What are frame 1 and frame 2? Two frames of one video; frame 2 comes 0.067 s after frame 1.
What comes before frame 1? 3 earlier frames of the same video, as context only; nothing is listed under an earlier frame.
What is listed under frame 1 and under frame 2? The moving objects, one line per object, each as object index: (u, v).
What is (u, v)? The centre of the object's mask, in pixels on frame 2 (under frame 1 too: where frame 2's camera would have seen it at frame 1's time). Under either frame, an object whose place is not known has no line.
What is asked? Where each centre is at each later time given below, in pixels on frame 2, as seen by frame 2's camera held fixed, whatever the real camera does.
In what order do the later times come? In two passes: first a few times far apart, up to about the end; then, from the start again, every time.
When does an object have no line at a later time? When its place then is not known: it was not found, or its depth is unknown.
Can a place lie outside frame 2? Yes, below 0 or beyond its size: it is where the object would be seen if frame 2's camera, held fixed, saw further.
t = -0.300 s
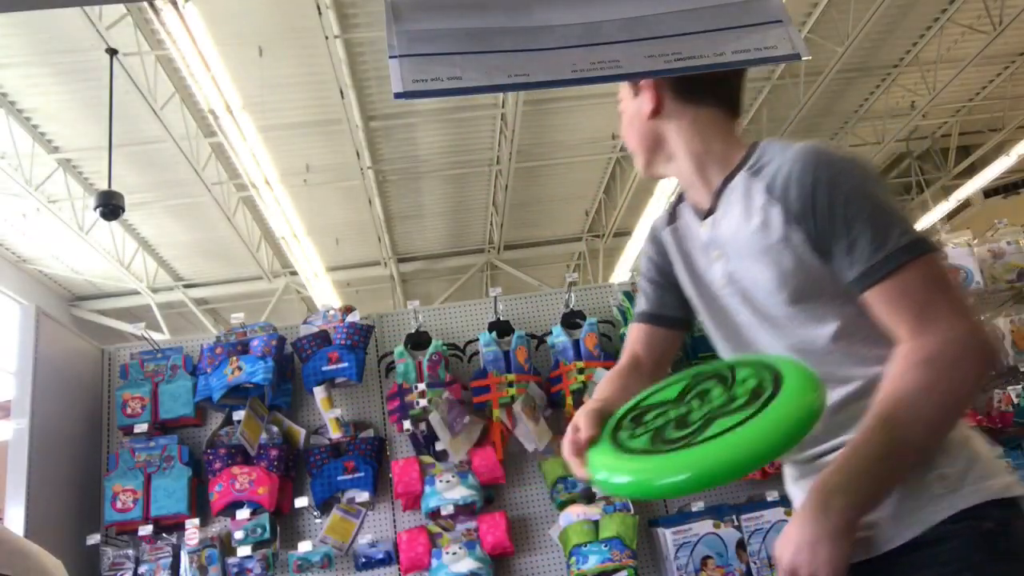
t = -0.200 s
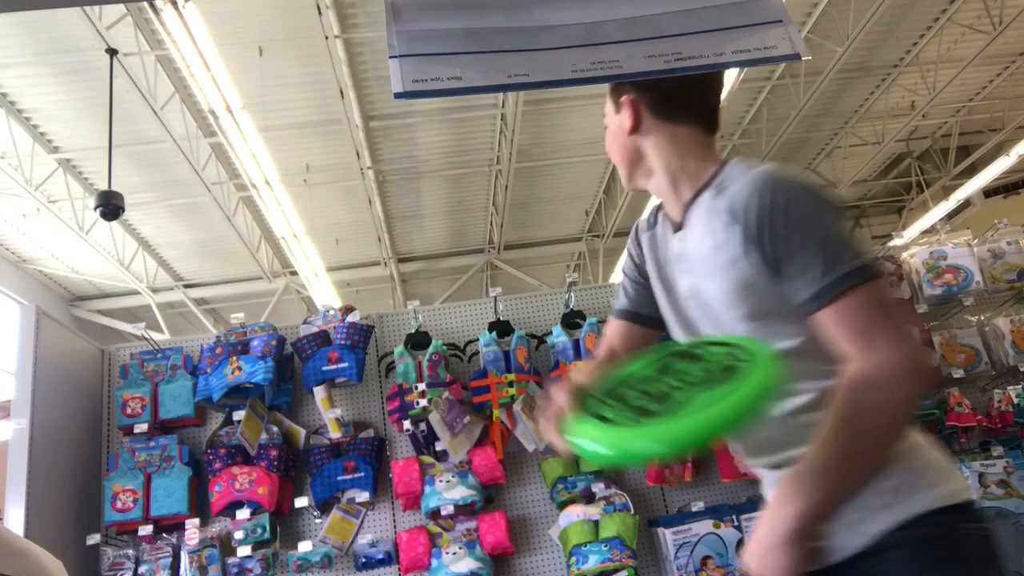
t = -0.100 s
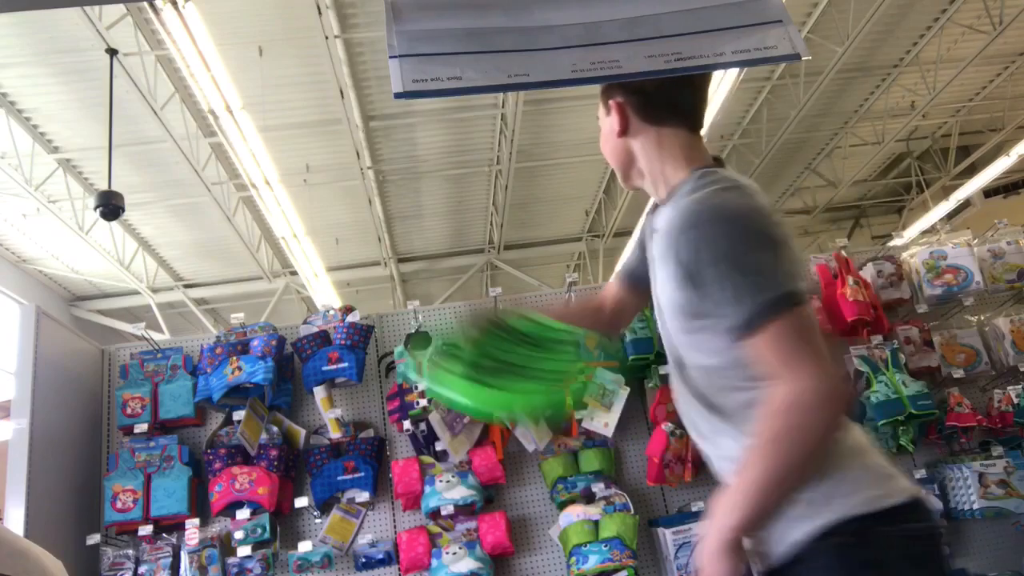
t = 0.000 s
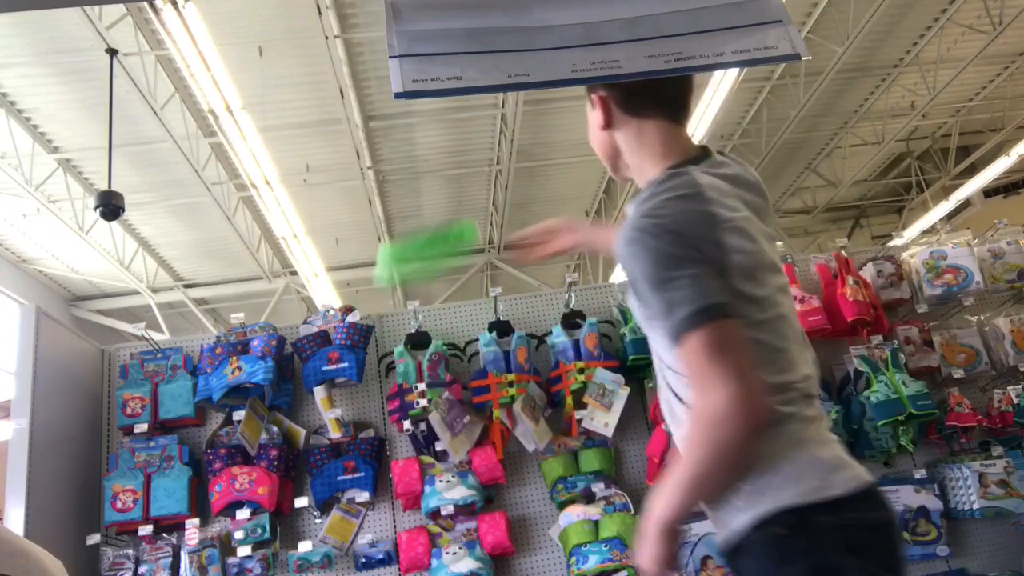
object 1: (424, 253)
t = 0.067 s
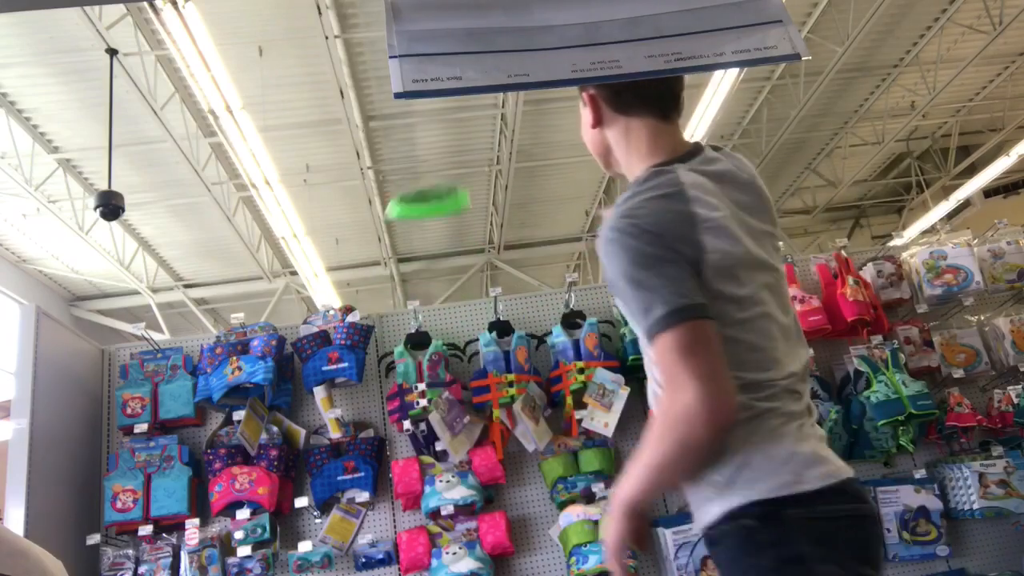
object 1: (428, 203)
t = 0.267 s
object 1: (434, 172)
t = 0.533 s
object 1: (442, 192)
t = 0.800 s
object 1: (448, 231)
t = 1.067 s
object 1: (451, 287)
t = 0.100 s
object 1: (430, 192)
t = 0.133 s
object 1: (428, 184)
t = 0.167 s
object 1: (431, 177)
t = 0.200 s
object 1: (433, 174)
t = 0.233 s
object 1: (433, 172)
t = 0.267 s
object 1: (434, 172)
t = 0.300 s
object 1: (436, 172)
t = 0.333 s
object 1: (437, 174)
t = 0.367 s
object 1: (437, 176)
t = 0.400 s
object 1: (439, 178)
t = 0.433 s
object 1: (439, 181)
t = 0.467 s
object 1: (440, 184)
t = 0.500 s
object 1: (442, 188)
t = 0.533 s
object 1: (442, 192)
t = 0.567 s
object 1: (443, 196)
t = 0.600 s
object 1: (444, 200)
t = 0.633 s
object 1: (445, 205)
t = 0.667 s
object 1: (445, 209)
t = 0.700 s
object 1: (446, 215)
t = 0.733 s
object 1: (446, 220)
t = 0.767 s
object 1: (447, 225)
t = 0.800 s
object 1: (448, 231)
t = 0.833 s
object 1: (449, 237)
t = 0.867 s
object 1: (449, 244)
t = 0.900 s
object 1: (449, 250)
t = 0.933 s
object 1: (450, 257)
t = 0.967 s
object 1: (450, 264)
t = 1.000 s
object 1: (451, 271)
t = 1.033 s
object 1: (451, 278)
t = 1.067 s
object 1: (451, 287)
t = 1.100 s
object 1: (452, 295)
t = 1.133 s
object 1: (453, 299)
